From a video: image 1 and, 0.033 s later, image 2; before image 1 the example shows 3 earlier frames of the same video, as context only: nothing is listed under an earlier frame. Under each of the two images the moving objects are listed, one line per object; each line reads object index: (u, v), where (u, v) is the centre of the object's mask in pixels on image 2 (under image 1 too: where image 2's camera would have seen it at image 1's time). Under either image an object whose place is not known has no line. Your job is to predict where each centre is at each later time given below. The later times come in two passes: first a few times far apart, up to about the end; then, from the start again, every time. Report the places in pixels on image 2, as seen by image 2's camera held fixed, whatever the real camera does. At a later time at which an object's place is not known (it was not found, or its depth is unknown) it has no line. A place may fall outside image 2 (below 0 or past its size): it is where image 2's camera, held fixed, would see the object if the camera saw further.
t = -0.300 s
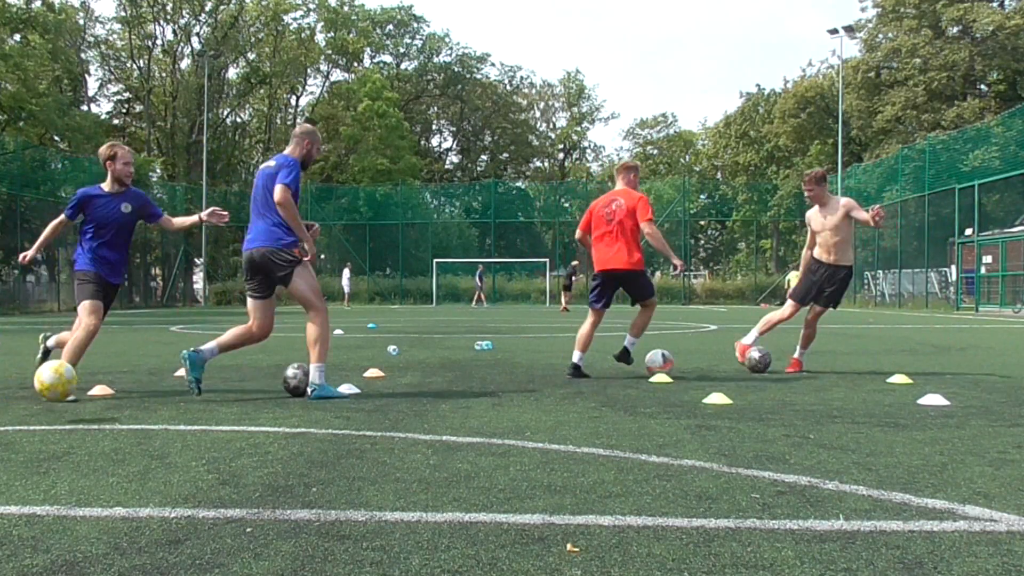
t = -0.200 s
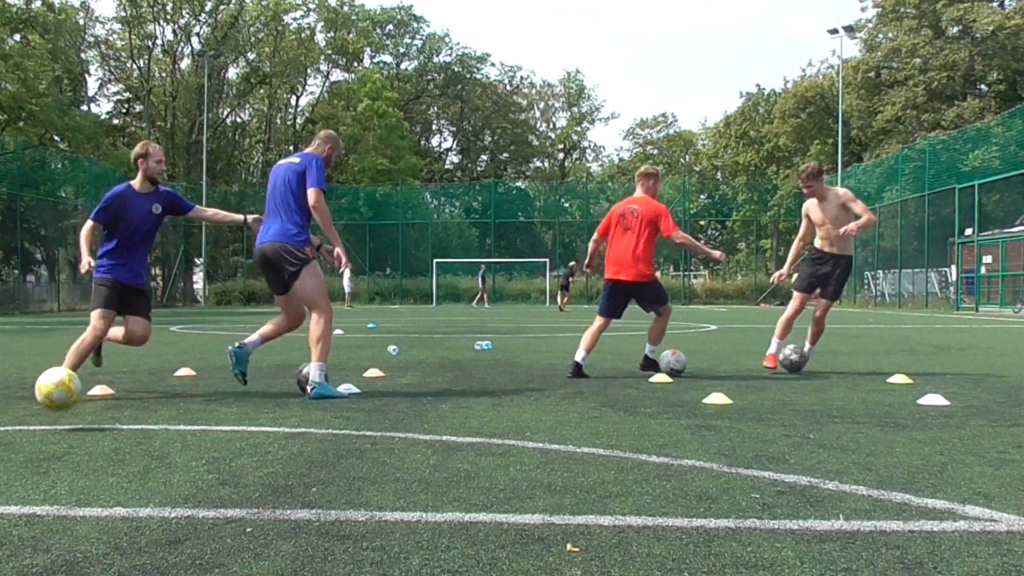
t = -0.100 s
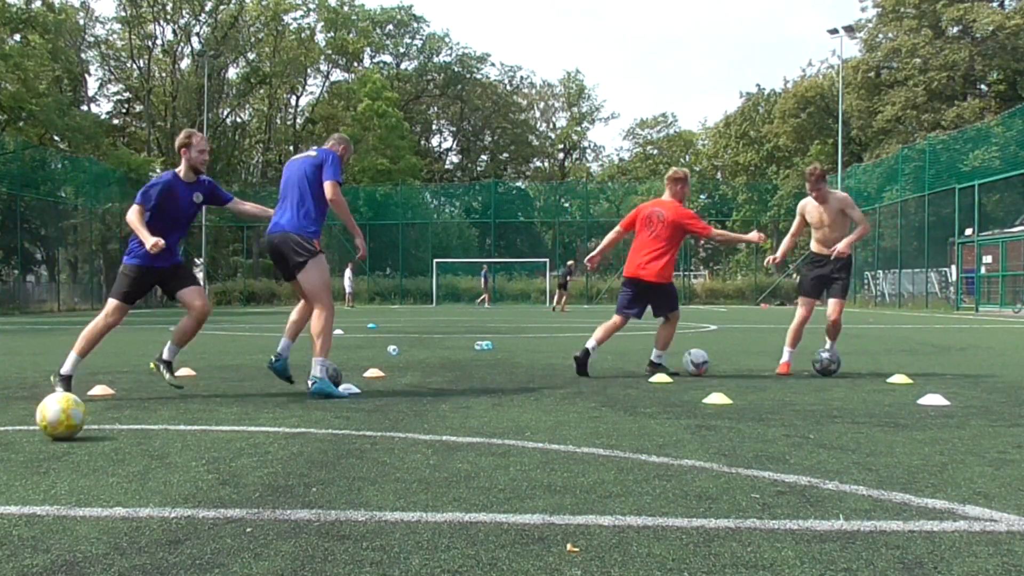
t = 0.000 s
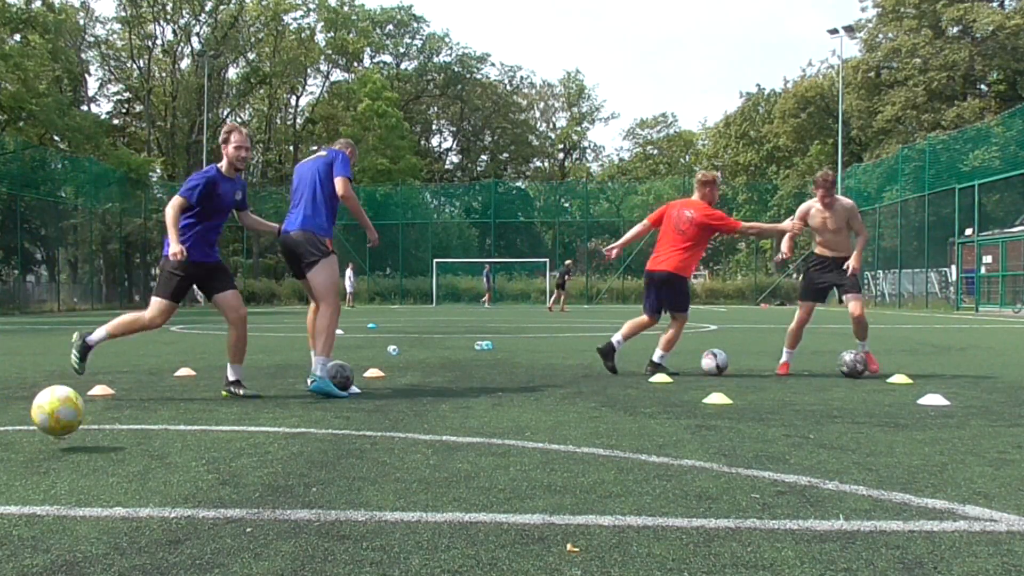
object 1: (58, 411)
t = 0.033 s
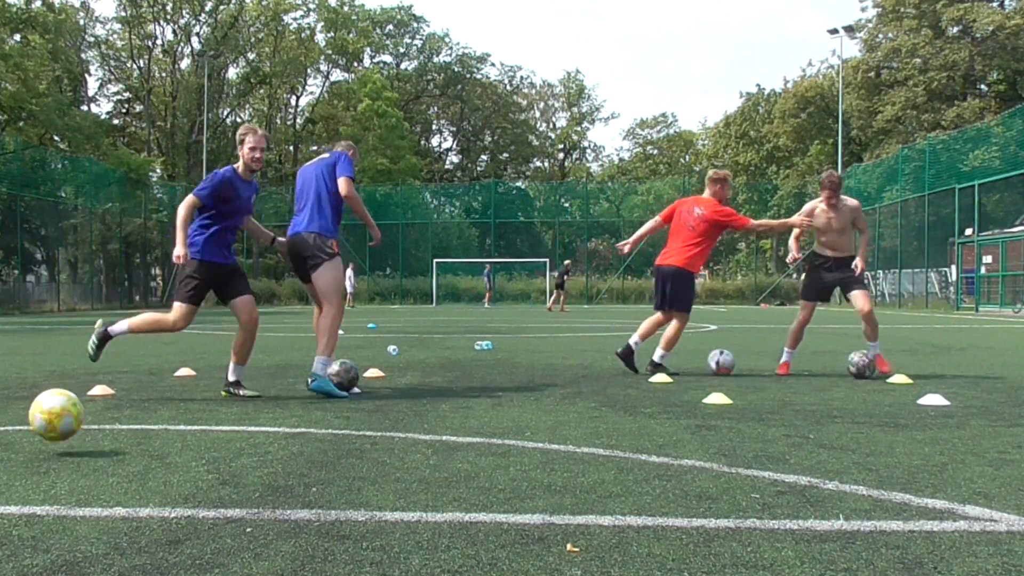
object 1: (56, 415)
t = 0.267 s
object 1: (51, 445)
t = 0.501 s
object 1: (41, 494)
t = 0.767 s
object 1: (39, 543)
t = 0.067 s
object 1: (56, 418)
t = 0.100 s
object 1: (54, 429)
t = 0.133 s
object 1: (53, 437)
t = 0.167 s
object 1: (53, 436)
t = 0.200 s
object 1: (52, 436)
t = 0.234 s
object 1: (51, 441)
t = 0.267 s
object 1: (51, 445)
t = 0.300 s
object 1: (50, 459)
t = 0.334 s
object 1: (49, 464)
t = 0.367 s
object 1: (48, 463)
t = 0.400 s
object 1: (46, 464)
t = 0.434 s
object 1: (44, 471)
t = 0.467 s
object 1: (42, 477)
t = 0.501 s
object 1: (41, 494)
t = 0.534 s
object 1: (39, 496)
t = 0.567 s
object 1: (39, 499)
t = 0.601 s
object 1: (38, 508)
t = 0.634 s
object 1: (38, 524)
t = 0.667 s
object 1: (37, 528)
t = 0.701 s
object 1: (38, 535)
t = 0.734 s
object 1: (39, 542)
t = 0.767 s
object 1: (39, 543)
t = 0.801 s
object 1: (38, 548)
